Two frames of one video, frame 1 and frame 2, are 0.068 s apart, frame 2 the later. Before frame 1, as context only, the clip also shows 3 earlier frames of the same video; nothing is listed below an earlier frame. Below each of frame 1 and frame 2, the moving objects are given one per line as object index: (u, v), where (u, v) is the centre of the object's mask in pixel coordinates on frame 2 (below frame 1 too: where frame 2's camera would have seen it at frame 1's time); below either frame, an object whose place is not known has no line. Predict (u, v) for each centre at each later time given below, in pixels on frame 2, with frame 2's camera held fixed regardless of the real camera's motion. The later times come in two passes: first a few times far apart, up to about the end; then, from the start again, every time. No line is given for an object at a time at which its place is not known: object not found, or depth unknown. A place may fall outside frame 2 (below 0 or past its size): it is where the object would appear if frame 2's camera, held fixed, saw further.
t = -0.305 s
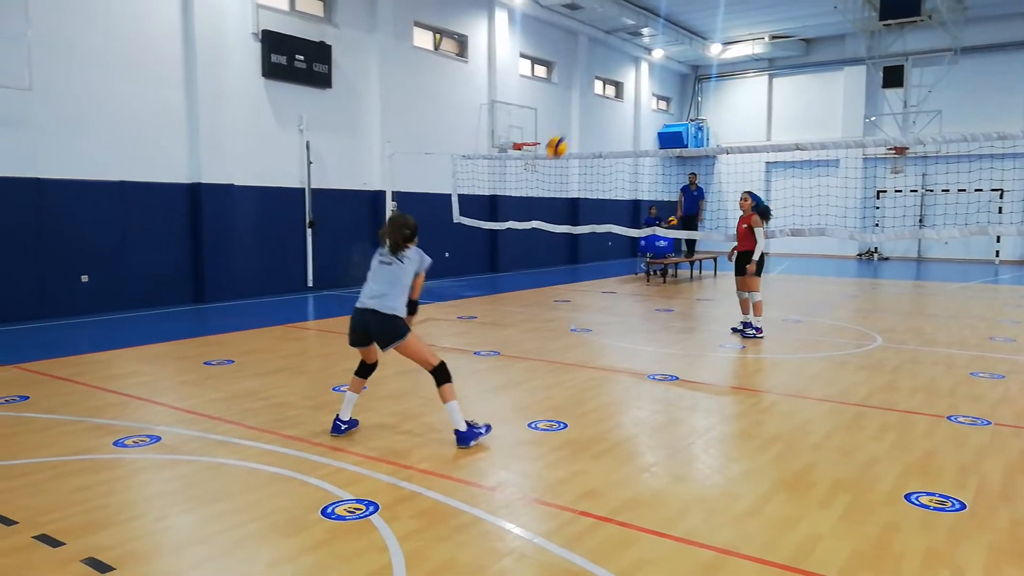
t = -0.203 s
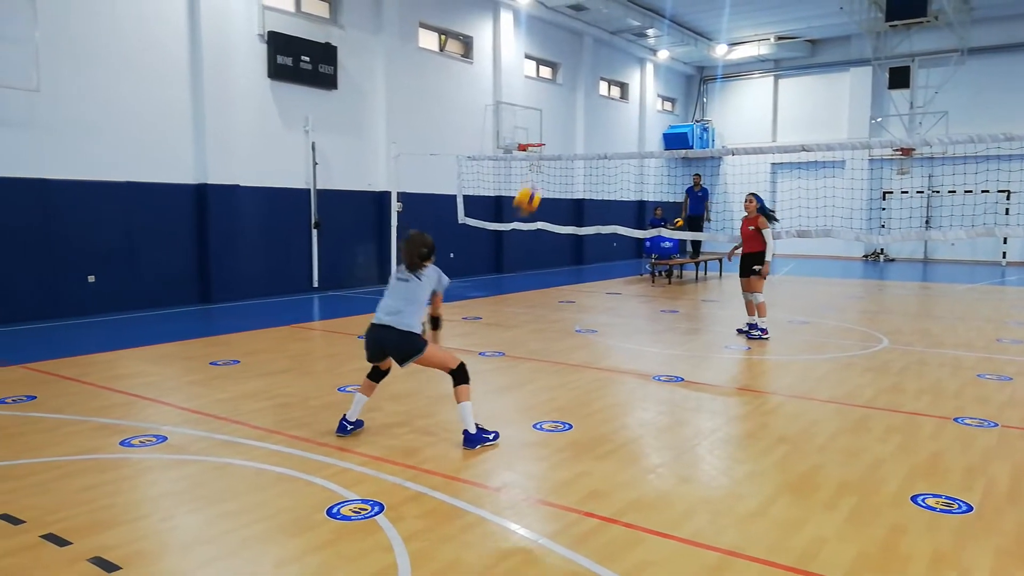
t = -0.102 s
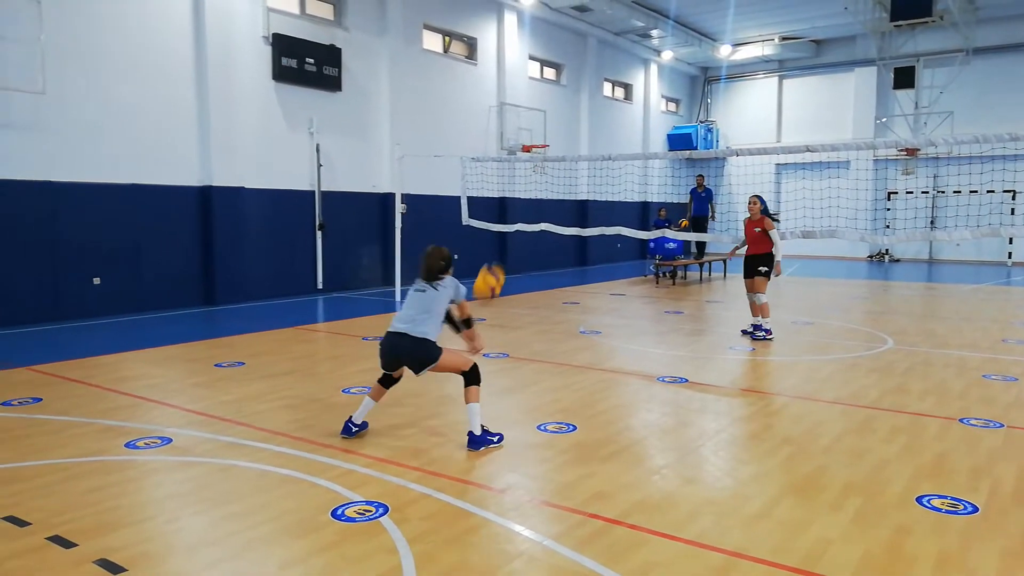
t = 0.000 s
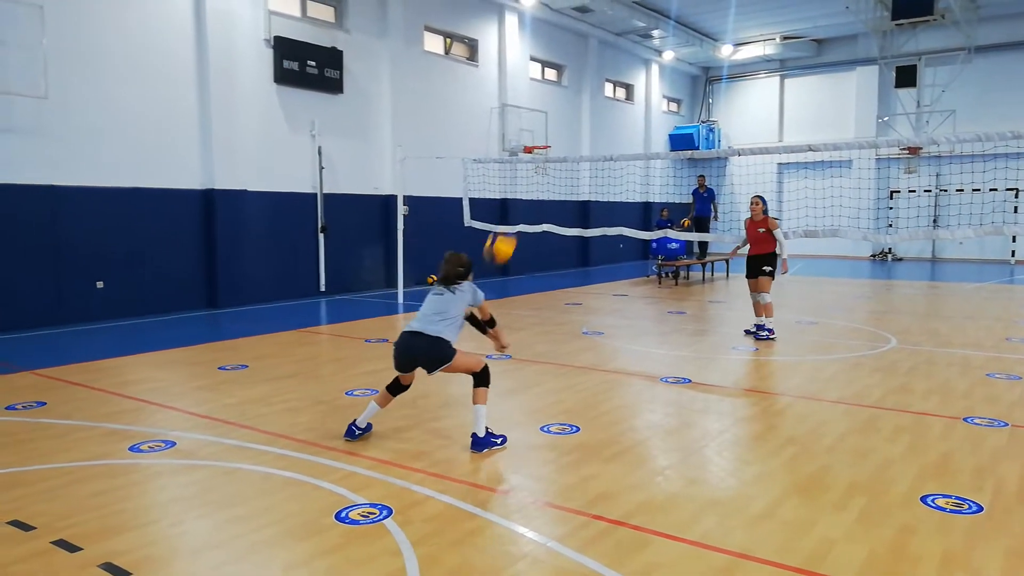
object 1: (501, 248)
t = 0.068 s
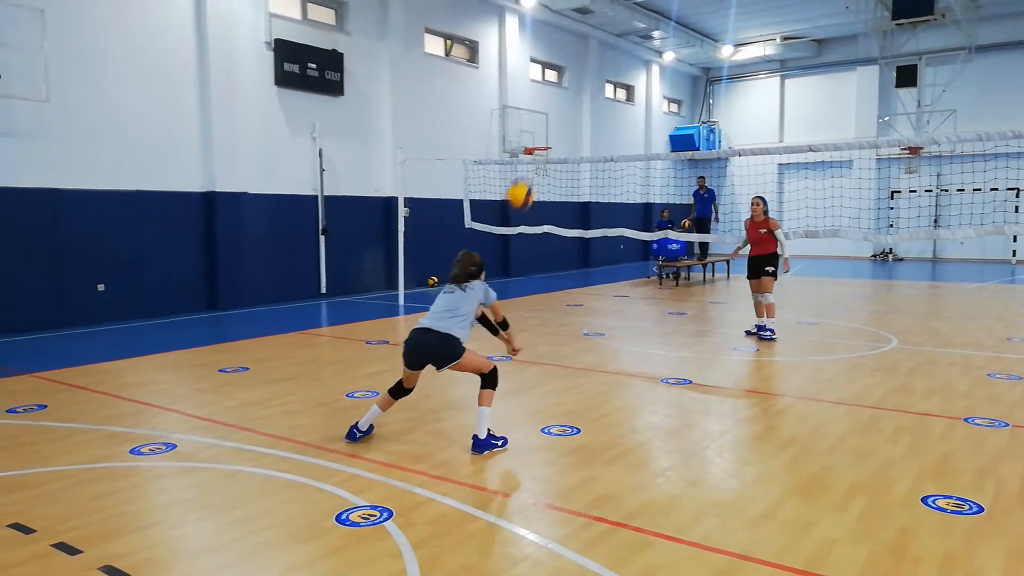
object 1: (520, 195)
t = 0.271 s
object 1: (570, 76)
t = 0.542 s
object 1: (629, 14)
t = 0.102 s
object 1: (529, 169)
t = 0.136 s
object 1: (537, 147)
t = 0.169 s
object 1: (547, 127)
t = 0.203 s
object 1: (555, 108)
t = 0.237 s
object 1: (563, 90)
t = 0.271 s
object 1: (570, 76)
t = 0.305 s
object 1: (579, 63)
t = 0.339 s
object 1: (587, 51)
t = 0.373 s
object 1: (594, 41)
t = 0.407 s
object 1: (601, 33)
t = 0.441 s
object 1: (608, 26)
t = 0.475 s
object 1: (615, 20)
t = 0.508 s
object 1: (621, 16)
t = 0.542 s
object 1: (629, 14)
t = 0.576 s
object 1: (634, 12)
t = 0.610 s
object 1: (640, 12)
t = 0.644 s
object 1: (646, 14)
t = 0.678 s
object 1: (653, 17)
